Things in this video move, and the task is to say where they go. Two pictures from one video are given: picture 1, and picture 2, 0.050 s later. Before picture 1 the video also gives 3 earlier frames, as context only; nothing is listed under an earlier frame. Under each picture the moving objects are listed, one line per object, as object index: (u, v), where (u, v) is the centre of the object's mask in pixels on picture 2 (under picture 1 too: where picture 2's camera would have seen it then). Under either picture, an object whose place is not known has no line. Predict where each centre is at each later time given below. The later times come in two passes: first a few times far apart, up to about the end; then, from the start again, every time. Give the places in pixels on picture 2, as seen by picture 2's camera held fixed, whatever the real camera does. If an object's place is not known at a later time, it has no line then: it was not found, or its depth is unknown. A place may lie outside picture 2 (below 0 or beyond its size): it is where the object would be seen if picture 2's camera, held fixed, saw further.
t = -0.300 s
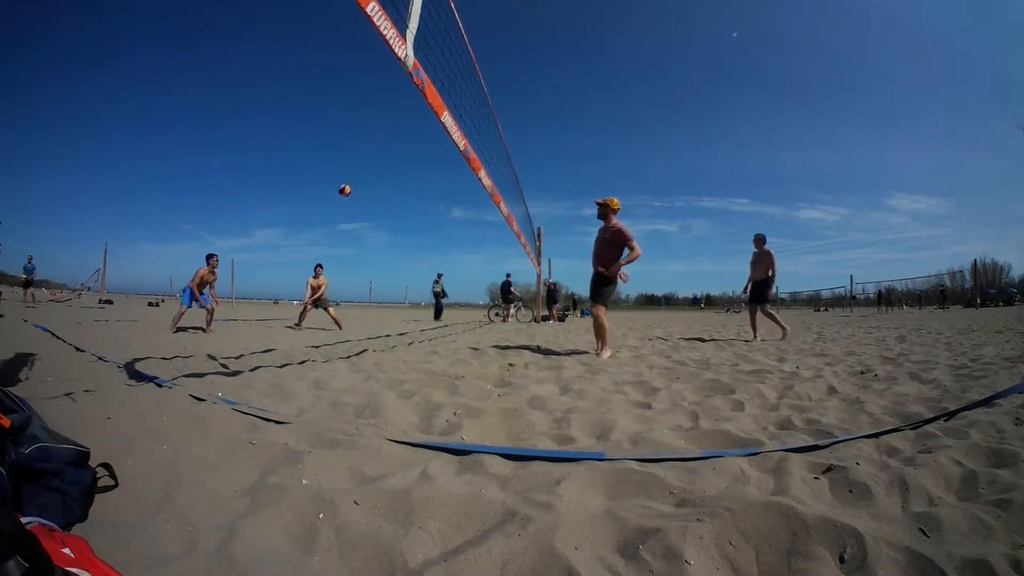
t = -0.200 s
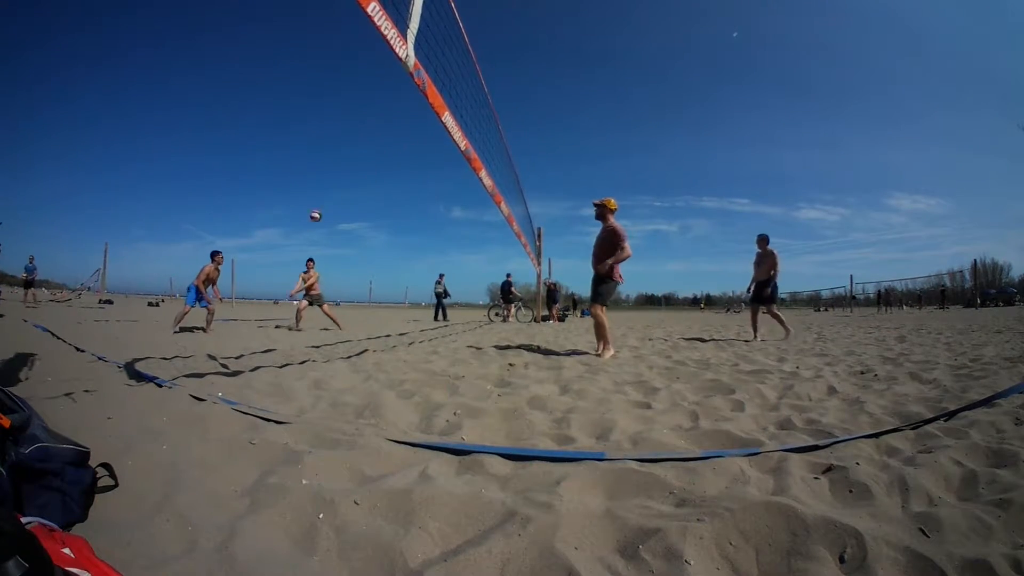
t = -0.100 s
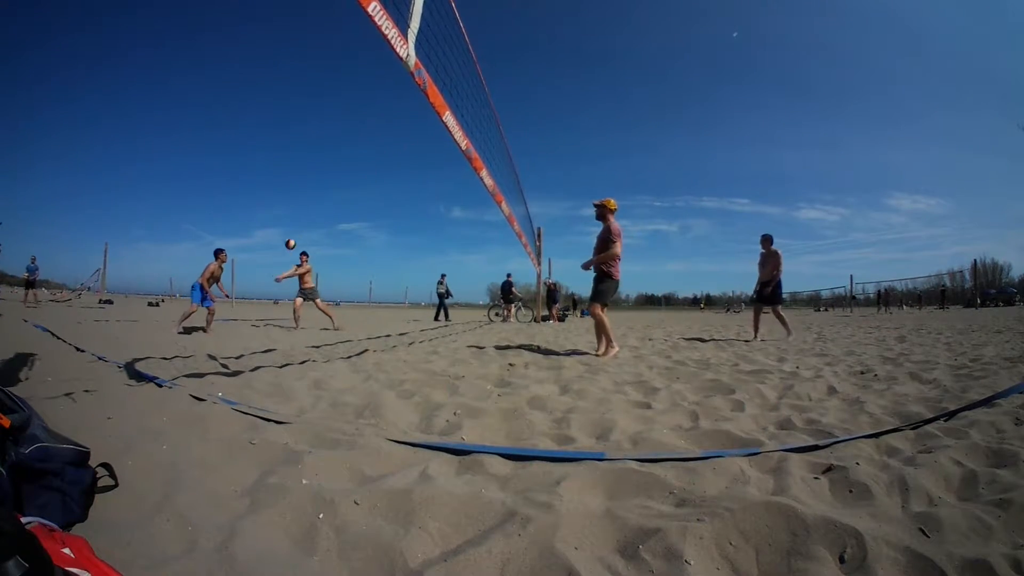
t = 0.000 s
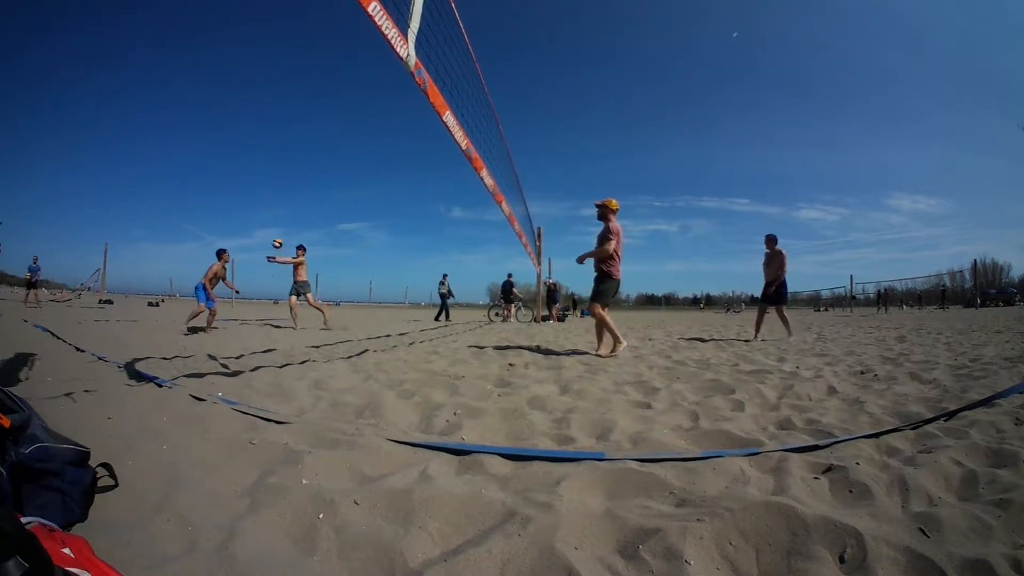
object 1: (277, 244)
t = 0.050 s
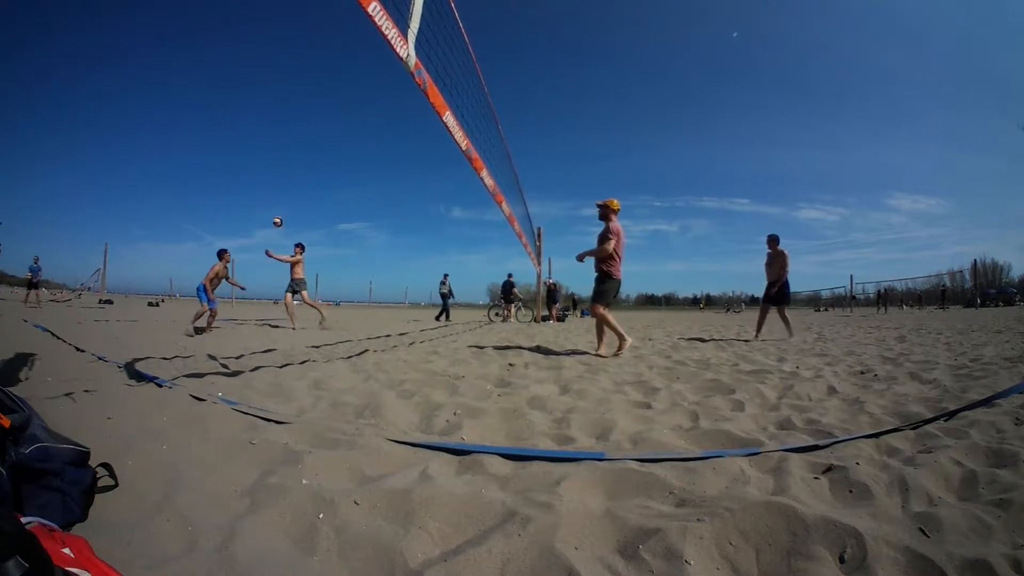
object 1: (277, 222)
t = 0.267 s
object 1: (280, 143)
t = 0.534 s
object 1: (284, 76)
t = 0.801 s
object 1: (279, 38)
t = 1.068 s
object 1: (267, 27)
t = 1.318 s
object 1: (243, 43)
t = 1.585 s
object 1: (197, 110)
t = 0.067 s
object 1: (277, 215)
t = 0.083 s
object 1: (278, 208)
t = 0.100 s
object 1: (278, 201)
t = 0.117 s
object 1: (278, 195)
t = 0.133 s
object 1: (278, 188)
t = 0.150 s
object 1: (278, 182)
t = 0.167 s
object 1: (279, 176)
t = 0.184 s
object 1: (279, 170)
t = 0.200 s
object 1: (280, 164)
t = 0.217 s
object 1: (280, 159)
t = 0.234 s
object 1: (280, 153)
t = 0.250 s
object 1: (280, 148)
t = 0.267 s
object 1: (280, 143)
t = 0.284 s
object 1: (280, 138)
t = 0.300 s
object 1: (280, 132)
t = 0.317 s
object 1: (281, 128)
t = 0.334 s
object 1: (281, 123)
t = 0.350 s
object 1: (281, 119)
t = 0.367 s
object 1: (281, 114)
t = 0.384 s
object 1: (282, 110)
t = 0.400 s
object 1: (282, 105)
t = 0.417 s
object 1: (282, 102)
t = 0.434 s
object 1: (282, 97)
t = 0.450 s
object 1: (283, 94)
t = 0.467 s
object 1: (283, 90)
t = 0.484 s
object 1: (283, 87)
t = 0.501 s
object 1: (283, 83)
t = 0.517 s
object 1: (284, 80)
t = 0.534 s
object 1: (284, 76)
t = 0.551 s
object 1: (284, 73)
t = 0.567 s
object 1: (283, 70)
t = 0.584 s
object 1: (283, 67)
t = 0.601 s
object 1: (283, 64)
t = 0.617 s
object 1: (283, 61)
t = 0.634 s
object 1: (283, 59)
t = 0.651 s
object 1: (283, 56)
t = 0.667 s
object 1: (283, 54)
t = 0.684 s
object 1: (282, 52)
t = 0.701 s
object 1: (282, 49)
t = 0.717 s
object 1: (281, 48)
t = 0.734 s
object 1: (281, 46)
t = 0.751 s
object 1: (280, 44)
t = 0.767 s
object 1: (280, 42)
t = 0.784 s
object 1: (280, 39)
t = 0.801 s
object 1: (279, 38)
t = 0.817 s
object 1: (279, 37)
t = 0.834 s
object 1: (278, 36)
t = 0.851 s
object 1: (278, 35)
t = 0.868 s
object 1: (278, 34)
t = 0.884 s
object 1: (278, 32)
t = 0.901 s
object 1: (277, 31)
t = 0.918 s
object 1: (276, 30)
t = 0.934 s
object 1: (275, 29)
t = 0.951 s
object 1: (274, 29)
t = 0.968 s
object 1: (273, 28)
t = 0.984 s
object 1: (272, 27)
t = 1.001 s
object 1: (271, 27)
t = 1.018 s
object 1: (270, 27)
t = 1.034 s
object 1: (269, 27)
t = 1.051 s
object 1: (268, 27)
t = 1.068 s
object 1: (267, 27)
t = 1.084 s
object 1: (266, 27)
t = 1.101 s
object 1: (265, 27)
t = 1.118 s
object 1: (264, 27)
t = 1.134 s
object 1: (262, 28)
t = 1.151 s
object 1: (261, 28)
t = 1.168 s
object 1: (259, 29)
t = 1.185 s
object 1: (258, 31)
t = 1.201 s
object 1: (257, 31)
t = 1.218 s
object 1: (255, 33)
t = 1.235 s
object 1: (254, 34)
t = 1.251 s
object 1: (252, 35)
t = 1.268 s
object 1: (250, 37)
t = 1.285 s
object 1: (248, 39)
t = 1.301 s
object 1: (246, 41)
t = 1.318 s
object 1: (243, 43)
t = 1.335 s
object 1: (241, 45)
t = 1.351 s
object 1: (239, 47)
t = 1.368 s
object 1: (237, 50)
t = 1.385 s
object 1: (234, 54)
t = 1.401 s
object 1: (231, 57)
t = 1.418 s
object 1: (228, 60)
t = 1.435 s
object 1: (225, 64)
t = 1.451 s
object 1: (222, 67)
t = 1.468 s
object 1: (220, 72)
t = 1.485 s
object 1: (217, 76)
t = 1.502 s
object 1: (214, 81)
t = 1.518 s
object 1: (212, 86)
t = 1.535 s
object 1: (208, 92)
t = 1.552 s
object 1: (205, 98)
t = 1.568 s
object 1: (201, 104)
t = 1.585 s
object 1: (197, 110)
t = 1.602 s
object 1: (194, 118)
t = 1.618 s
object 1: (190, 125)
